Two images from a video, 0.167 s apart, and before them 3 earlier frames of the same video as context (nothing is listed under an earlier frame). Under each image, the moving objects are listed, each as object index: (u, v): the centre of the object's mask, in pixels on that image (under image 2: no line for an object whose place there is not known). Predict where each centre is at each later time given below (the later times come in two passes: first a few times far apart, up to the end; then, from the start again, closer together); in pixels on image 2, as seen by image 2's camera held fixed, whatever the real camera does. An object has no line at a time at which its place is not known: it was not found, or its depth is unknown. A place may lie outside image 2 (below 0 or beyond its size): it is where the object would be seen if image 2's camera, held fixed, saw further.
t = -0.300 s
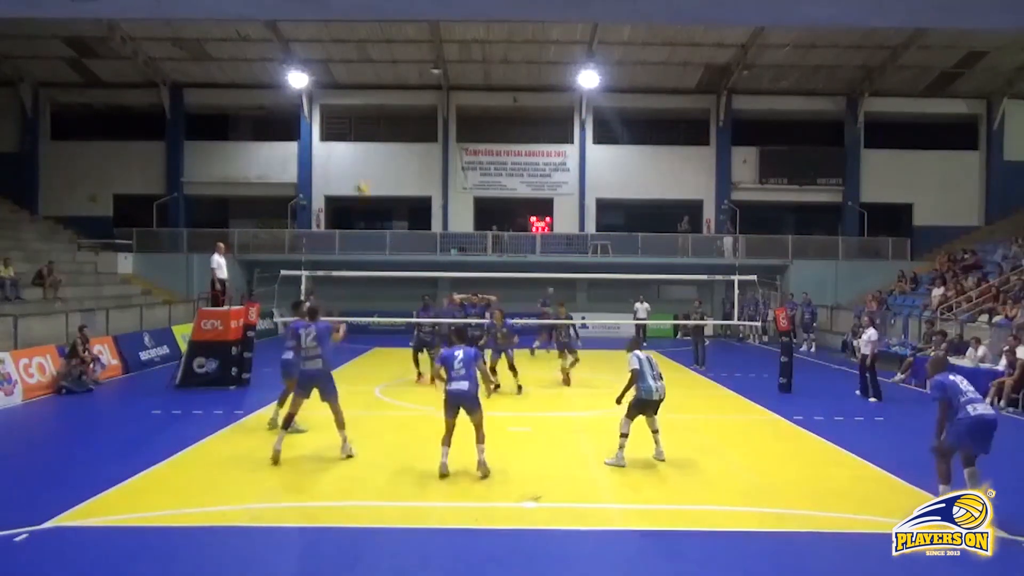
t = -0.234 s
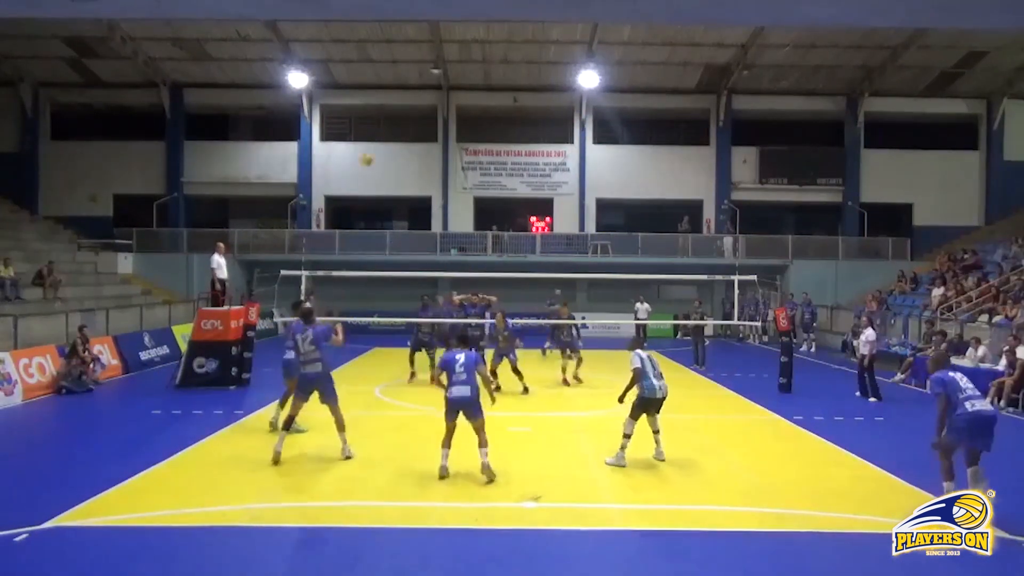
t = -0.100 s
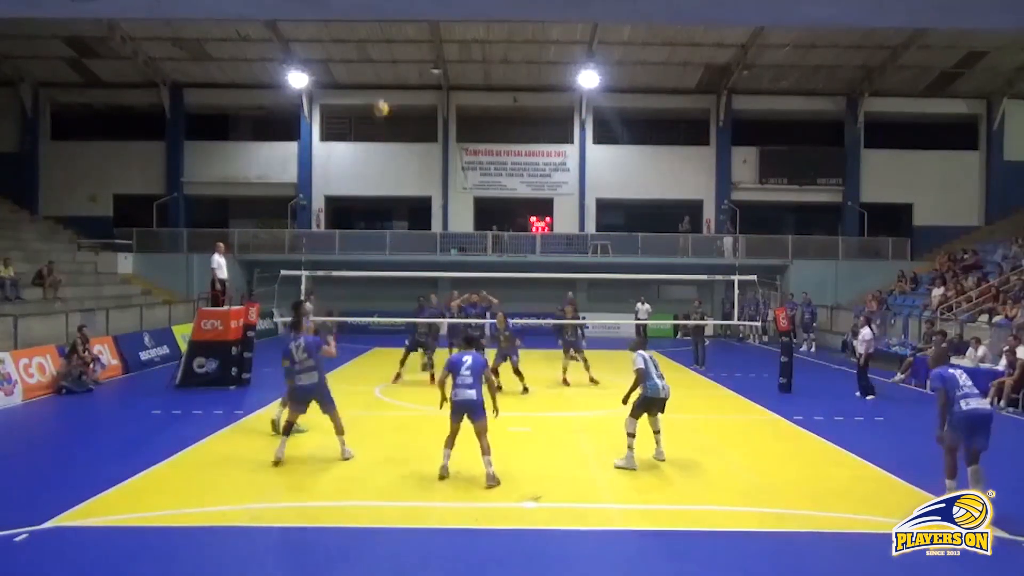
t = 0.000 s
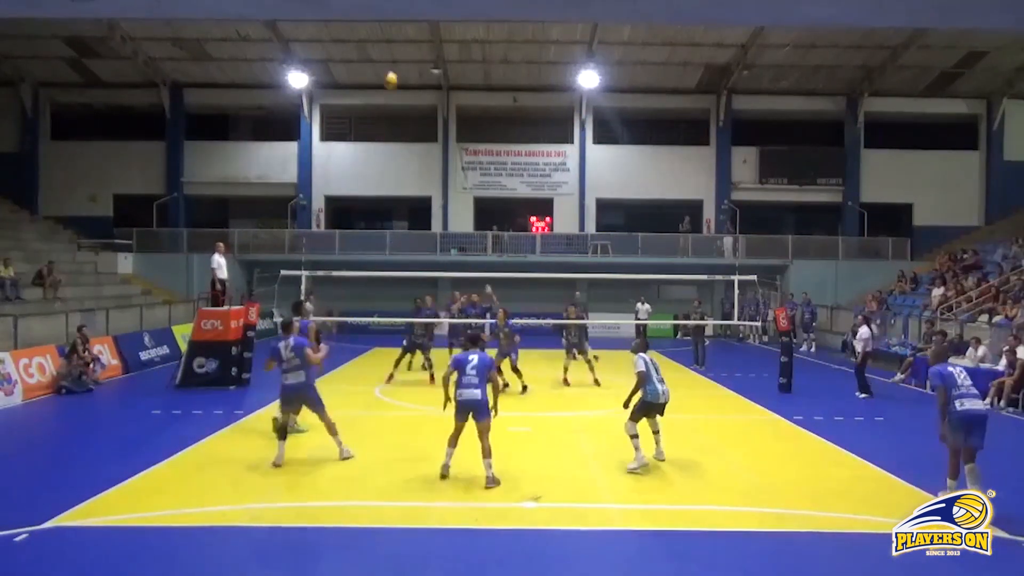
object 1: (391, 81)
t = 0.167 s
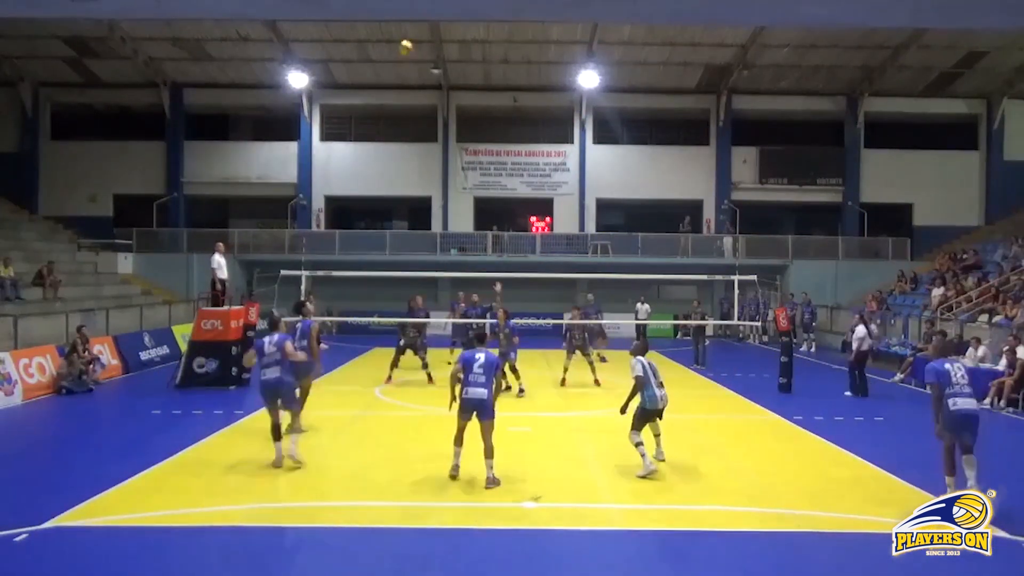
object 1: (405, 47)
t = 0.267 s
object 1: (414, 36)
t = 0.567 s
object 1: (437, 41)
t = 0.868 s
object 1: (457, 93)
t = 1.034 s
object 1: (467, 141)
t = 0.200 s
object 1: (408, 42)
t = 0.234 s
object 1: (411, 40)
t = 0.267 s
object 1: (414, 36)
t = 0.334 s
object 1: (419, 33)
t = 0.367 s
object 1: (422, 32)
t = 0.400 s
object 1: (424, 32)
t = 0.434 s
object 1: (427, 33)
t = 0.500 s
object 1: (432, 36)
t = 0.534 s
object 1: (434, 38)
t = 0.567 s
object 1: (437, 41)
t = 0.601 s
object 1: (439, 44)
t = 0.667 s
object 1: (444, 53)
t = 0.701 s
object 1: (446, 59)
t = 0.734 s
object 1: (448, 64)
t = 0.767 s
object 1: (450, 70)
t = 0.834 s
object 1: (455, 85)
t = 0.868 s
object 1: (457, 93)
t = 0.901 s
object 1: (459, 102)
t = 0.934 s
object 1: (462, 111)
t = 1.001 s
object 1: (466, 131)
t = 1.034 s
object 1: (467, 141)
